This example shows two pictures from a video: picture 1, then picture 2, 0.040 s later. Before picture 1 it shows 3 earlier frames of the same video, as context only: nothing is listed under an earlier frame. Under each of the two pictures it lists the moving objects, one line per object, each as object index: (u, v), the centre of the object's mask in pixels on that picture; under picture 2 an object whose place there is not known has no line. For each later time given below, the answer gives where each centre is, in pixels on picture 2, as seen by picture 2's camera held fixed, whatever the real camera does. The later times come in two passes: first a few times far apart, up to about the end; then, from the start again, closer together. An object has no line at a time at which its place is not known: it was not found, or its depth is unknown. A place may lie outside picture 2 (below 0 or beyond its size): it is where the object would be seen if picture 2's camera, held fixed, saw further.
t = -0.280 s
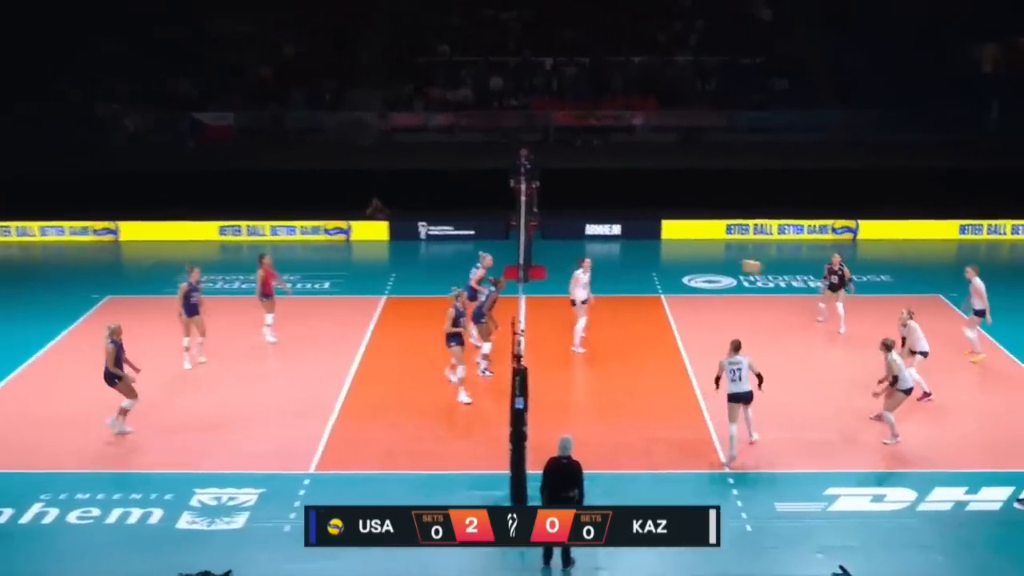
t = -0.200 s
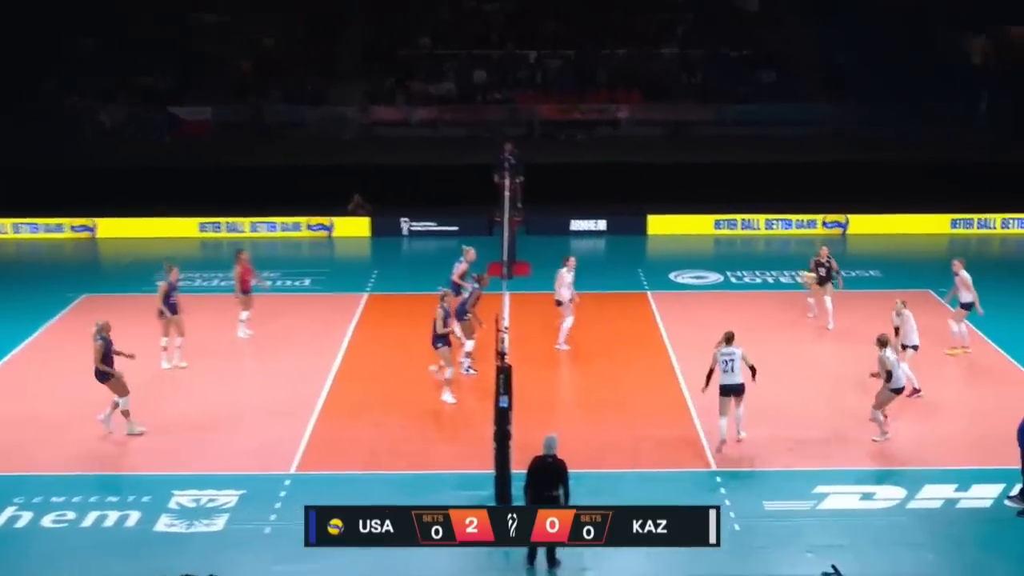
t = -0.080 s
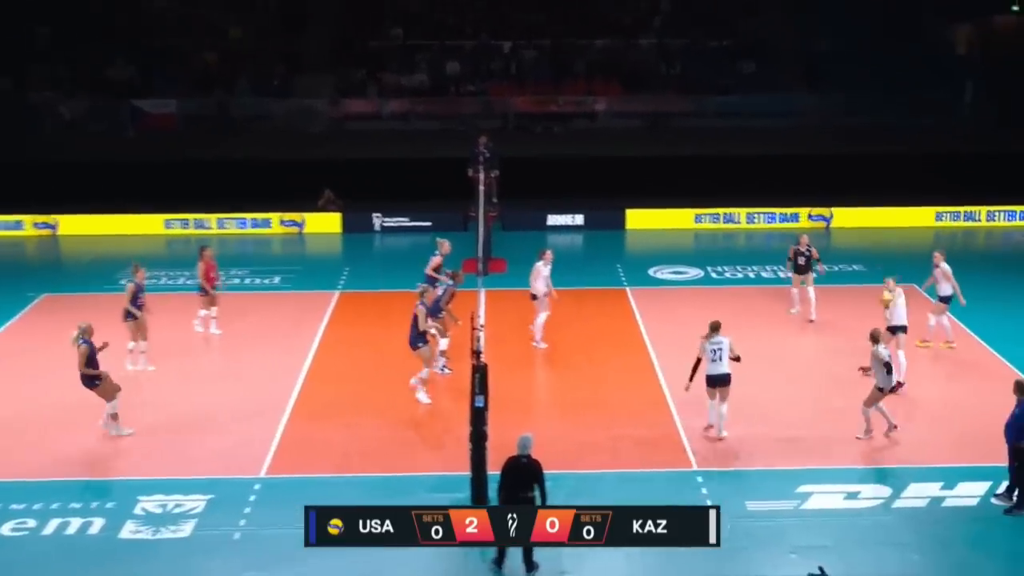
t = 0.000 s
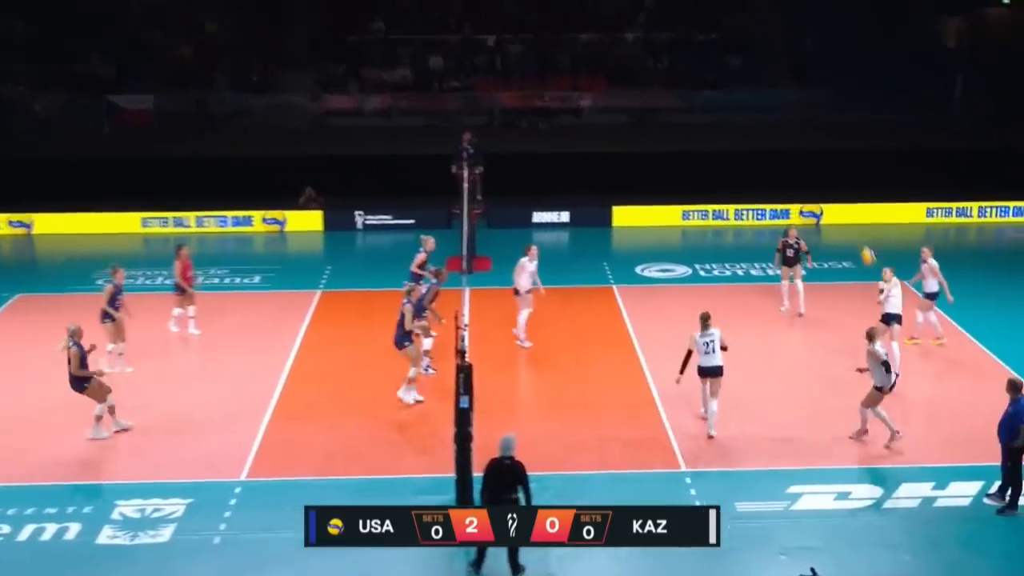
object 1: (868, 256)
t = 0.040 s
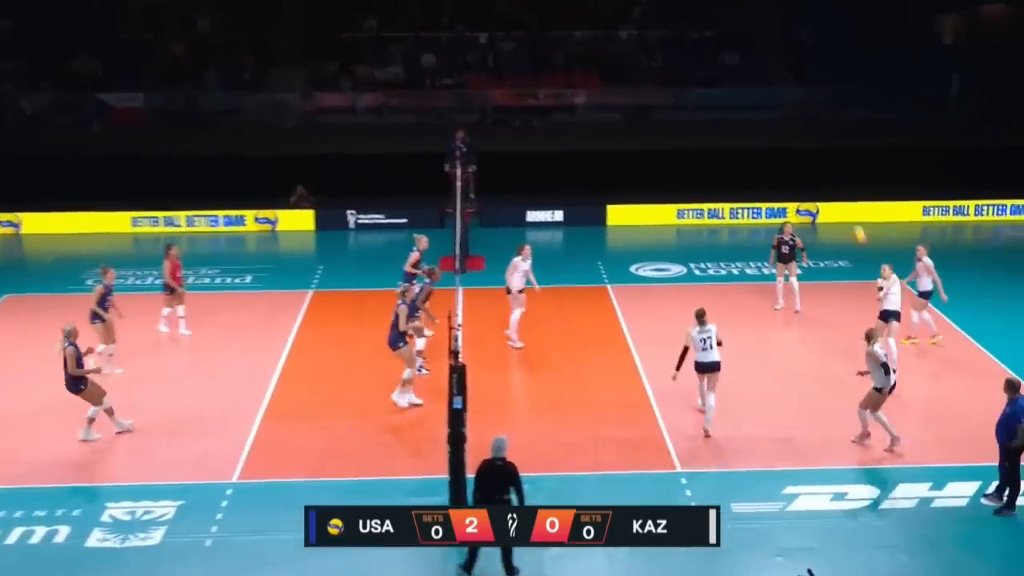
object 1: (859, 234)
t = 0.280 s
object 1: (830, 142)
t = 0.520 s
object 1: (804, 85)
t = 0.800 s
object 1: (773, 64)
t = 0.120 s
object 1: (849, 199)
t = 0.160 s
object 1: (843, 184)
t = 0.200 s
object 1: (839, 169)
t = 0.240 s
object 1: (834, 155)
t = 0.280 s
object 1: (830, 142)
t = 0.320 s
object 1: (826, 130)
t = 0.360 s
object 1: (821, 119)
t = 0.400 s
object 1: (817, 109)
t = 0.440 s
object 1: (813, 100)
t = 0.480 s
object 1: (808, 92)
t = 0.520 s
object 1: (804, 85)
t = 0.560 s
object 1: (800, 80)
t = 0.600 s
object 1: (795, 75)
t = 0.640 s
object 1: (791, 70)
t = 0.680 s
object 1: (787, 68)
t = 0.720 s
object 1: (782, 66)
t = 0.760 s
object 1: (778, 65)
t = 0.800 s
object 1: (773, 64)
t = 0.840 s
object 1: (769, 65)
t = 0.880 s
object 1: (765, 67)
